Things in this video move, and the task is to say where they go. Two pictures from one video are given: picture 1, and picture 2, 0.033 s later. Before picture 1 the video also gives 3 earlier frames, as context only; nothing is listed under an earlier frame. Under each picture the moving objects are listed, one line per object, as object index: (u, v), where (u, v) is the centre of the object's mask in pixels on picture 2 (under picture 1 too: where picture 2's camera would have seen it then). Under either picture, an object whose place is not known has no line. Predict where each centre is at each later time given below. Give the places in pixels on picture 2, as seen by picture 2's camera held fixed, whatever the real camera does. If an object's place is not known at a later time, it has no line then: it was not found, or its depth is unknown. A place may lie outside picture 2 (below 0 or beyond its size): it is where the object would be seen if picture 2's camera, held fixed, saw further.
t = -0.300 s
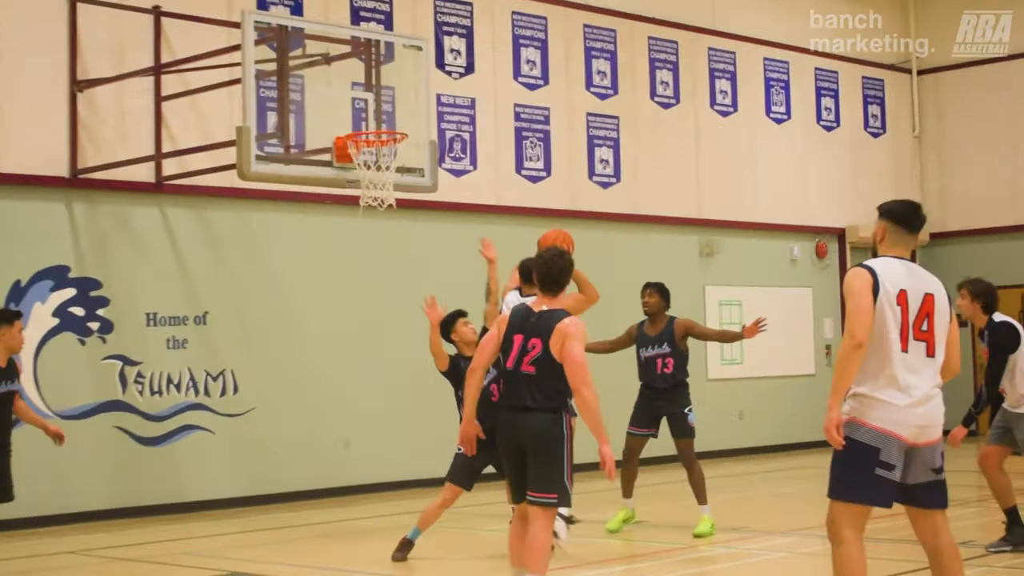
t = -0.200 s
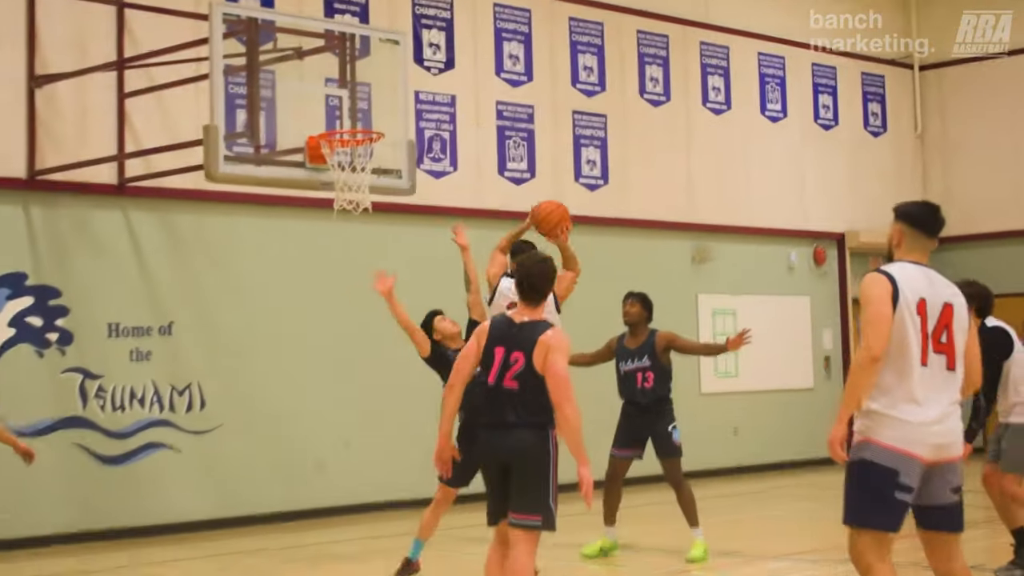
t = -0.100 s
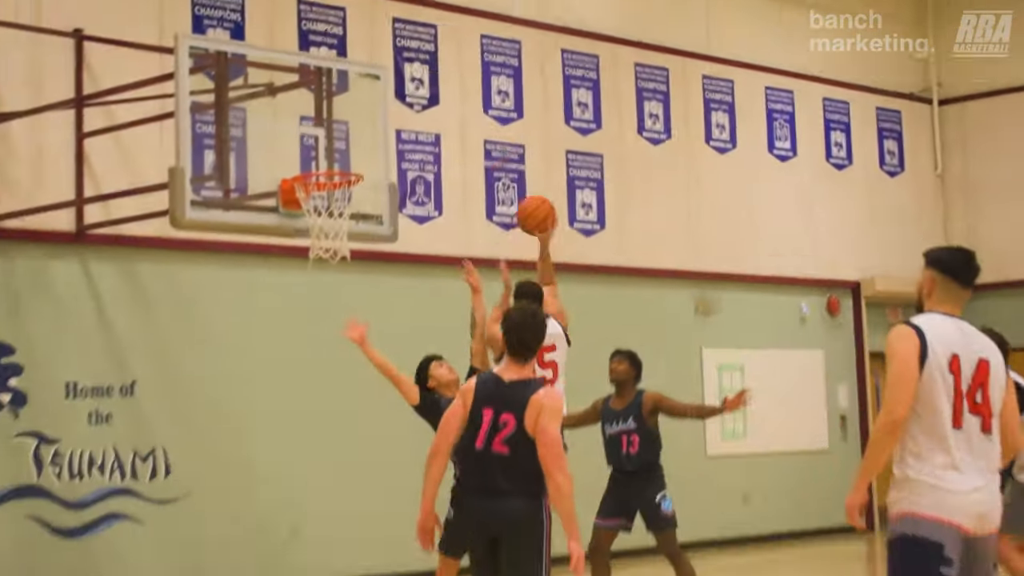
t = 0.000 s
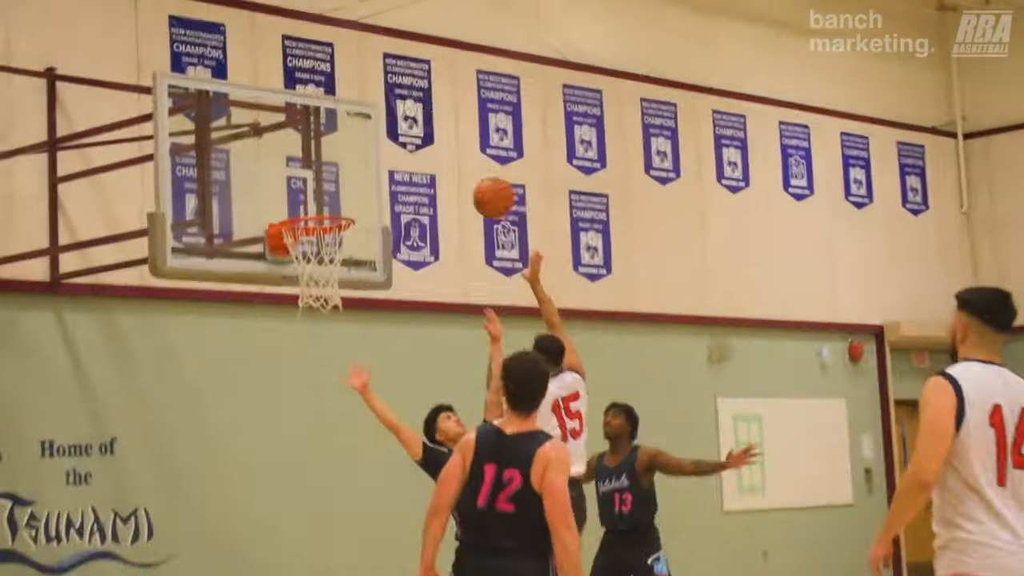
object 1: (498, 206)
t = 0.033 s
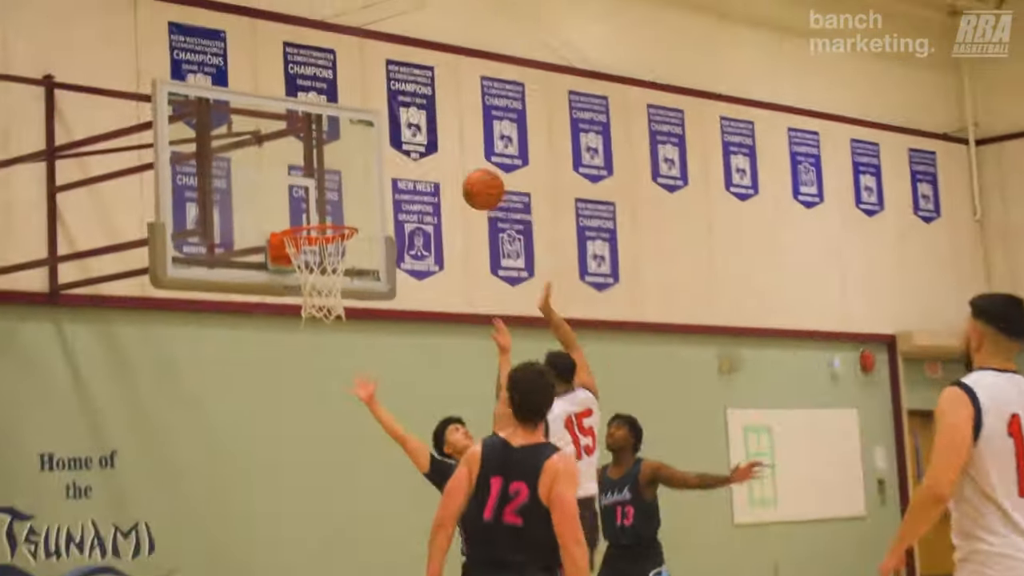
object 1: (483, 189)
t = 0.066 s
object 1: (467, 175)
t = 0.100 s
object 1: (453, 163)
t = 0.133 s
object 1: (438, 153)
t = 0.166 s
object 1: (425, 145)
